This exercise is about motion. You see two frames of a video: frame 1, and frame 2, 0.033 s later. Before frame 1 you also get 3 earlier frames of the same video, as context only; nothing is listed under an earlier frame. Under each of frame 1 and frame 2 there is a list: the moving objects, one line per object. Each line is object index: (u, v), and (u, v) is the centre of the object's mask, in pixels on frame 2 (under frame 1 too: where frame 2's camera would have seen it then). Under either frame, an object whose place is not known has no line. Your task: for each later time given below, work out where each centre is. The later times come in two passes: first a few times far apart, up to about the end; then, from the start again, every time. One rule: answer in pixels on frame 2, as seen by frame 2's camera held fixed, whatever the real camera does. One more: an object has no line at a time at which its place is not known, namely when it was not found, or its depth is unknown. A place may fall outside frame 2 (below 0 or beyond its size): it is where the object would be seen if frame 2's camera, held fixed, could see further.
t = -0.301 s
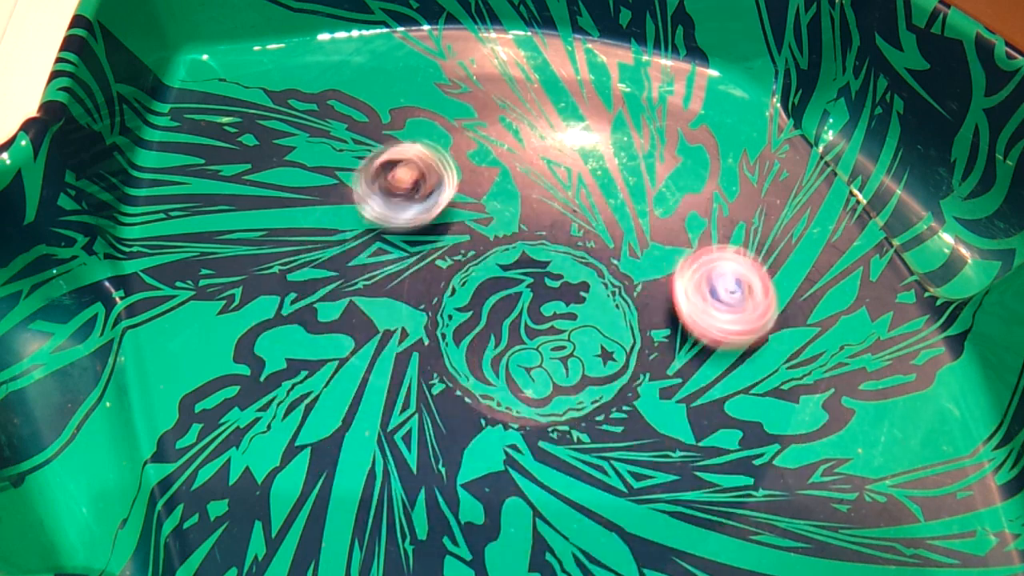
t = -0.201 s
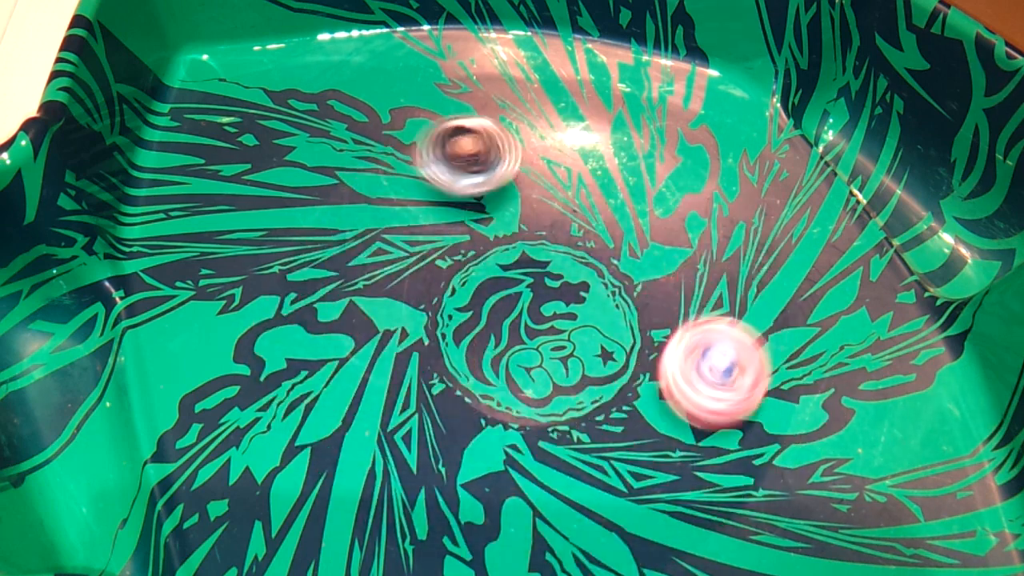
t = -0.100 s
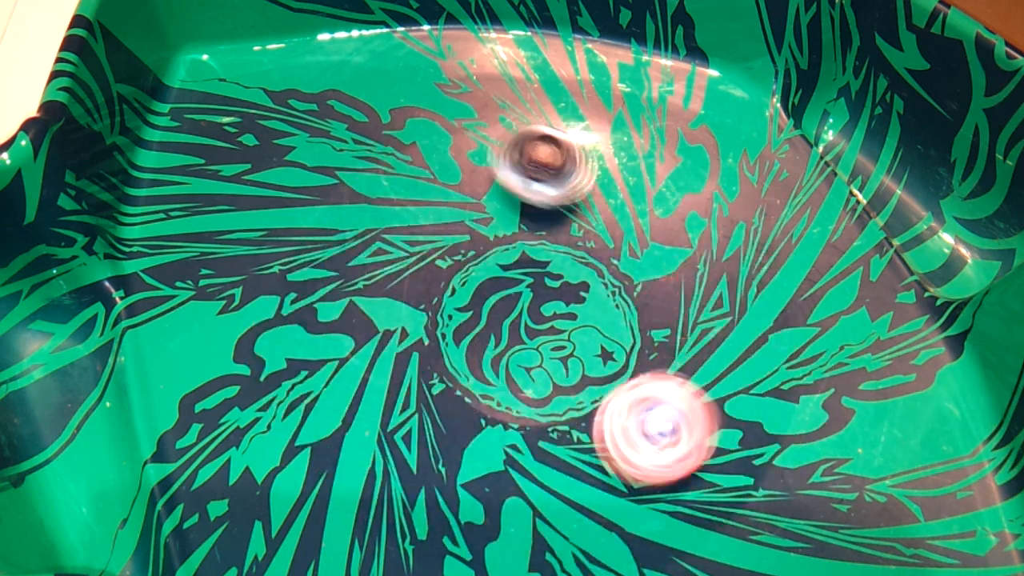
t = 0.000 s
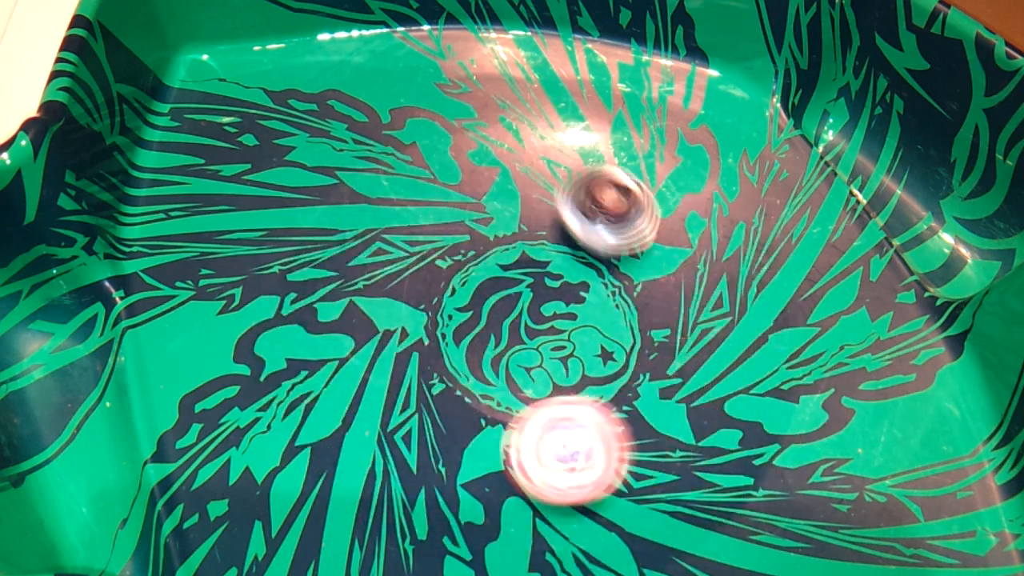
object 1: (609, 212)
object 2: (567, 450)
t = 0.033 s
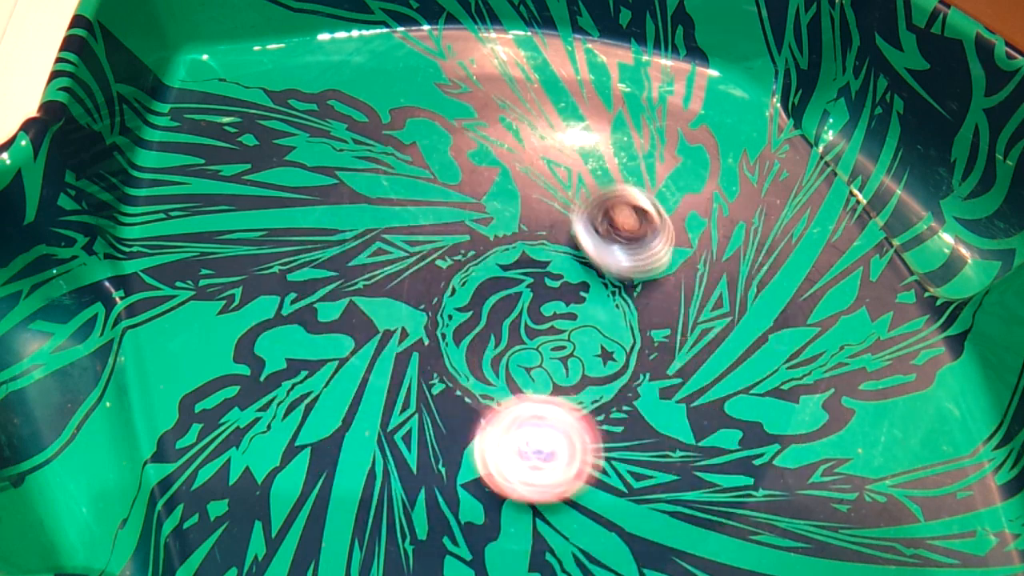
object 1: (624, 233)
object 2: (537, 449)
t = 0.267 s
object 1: (622, 400)
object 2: (382, 345)
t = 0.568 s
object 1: (396, 457)
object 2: (460, 185)
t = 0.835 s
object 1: (373, 283)
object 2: (645, 251)
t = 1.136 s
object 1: (596, 253)
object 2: (635, 454)
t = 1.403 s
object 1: (727, 399)
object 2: (423, 441)
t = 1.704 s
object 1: (529, 487)
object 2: (436, 249)
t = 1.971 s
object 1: (443, 310)
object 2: (614, 208)
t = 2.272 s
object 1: (573, 183)
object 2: (710, 370)
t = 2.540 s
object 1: (720, 279)
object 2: (512, 439)
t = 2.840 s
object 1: (558, 419)
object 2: (382, 283)
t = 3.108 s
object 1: (380, 323)
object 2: (508, 186)
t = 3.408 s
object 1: (459, 179)
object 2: (672, 306)
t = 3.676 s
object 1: (624, 266)
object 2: (597, 464)
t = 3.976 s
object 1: (591, 461)
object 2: (401, 382)
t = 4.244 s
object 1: (393, 438)
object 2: (464, 235)
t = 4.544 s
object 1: (452, 262)
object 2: (657, 235)
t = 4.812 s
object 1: (640, 256)
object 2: (682, 391)
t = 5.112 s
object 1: (717, 422)
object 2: (465, 411)
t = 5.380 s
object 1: (513, 440)
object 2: (398, 265)
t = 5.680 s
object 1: (440, 260)
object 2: (559, 205)
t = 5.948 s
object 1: (567, 174)
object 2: (669, 331)
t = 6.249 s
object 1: (677, 318)
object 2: (539, 463)
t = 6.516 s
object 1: (525, 426)
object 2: (409, 350)
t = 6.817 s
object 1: (360, 315)
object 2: (515, 221)
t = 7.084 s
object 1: (475, 211)
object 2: (672, 264)
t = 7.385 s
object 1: (648, 312)
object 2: (619, 420)
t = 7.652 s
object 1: (618, 473)
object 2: (436, 385)
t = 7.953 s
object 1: (425, 407)
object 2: (436, 232)
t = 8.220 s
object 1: (479, 258)
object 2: (593, 229)
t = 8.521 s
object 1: (659, 242)
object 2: (659, 384)
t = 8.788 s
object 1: (688, 388)
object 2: (506, 448)
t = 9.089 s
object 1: (479, 394)
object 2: (425, 302)
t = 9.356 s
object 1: (417, 253)
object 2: (544, 220)
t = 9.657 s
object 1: (571, 201)
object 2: (677, 314)
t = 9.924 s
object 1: (644, 339)
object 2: (571, 422)
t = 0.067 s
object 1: (636, 255)
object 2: (505, 443)
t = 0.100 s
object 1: (643, 278)
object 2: (479, 434)
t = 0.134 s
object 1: (646, 303)
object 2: (452, 422)
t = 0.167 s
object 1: (646, 327)
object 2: (429, 405)
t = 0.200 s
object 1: (641, 352)
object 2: (408, 387)
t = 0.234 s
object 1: (633, 377)
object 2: (393, 366)
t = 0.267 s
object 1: (622, 400)
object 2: (382, 345)
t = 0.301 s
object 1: (605, 422)
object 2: (373, 321)
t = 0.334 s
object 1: (586, 441)
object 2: (370, 300)
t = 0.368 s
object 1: (563, 456)
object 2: (371, 278)
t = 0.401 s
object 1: (538, 468)
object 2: (377, 256)
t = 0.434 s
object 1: (509, 475)
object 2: (386, 237)
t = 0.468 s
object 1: (481, 478)
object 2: (399, 219)
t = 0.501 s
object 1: (452, 477)
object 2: (416, 205)
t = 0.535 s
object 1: (423, 469)
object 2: (437, 193)
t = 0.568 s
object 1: (396, 457)
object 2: (460, 185)
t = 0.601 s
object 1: (374, 440)
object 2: (485, 181)
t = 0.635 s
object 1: (356, 419)
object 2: (510, 181)
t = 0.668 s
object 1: (344, 396)
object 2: (536, 184)
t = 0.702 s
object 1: (338, 371)
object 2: (560, 191)
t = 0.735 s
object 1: (338, 346)
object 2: (584, 204)
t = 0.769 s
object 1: (345, 322)
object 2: (605, 216)
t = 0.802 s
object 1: (357, 300)
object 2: (627, 232)
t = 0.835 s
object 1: (373, 283)
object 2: (645, 251)
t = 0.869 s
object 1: (393, 267)
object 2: (659, 271)
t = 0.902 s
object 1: (416, 255)
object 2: (671, 294)
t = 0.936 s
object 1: (441, 246)
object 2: (678, 316)
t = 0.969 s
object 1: (467, 241)
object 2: (682, 341)
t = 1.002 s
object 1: (494, 238)
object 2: (682, 366)
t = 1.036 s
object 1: (520, 238)
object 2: (677, 392)
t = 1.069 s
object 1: (545, 241)
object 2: (668, 415)
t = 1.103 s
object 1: (571, 246)
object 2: (655, 436)
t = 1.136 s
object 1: (596, 253)
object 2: (635, 454)
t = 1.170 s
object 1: (622, 265)
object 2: (613, 470)
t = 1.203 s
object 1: (644, 277)
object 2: (585, 481)
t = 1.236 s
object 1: (666, 291)
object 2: (556, 488)
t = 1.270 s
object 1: (686, 309)
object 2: (526, 488)
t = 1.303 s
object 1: (701, 327)
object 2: (496, 483)
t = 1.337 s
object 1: (714, 350)
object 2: (469, 474)
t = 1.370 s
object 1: (723, 375)
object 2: (444, 459)
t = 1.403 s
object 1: (727, 399)
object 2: (423, 441)
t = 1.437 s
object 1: (724, 425)
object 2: (408, 420)
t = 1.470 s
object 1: (716, 448)
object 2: (396, 396)
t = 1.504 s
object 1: (701, 469)
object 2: (389, 373)
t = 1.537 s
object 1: (678, 487)
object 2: (388, 348)
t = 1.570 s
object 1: (652, 499)
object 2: (391, 325)
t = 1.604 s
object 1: (621, 505)
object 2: (397, 304)
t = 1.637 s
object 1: (589, 506)
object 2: (408, 283)
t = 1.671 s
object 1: (558, 499)
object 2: (422, 265)
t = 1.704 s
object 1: (529, 487)
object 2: (436, 249)
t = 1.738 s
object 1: (502, 469)
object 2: (455, 235)
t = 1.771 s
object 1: (481, 450)
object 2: (475, 222)
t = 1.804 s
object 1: (464, 427)
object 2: (497, 213)
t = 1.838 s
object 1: (451, 403)
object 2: (518, 207)
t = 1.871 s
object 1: (444, 381)
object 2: (540, 203)
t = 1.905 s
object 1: (440, 356)
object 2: (566, 202)
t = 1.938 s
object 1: (440, 331)
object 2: (588, 203)
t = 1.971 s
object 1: (443, 310)
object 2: (614, 208)
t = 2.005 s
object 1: (449, 290)
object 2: (637, 215)
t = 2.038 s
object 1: (454, 269)
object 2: (659, 226)
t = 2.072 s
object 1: (464, 250)
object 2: (678, 240)
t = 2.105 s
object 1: (477, 233)
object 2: (695, 257)
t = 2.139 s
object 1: (493, 217)
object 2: (708, 277)
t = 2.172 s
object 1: (510, 205)
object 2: (717, 299)
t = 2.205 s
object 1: (529, 195)
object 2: (720, 321)
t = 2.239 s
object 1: (550, 187)
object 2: (718, 347)
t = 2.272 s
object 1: (573, 183)
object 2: (710, 370)
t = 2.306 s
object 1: (598, 181)
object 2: (696, 393)
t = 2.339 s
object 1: (623, 184)
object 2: (678, 410)
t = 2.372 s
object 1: (647, 192)
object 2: (655, 424)
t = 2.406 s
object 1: (668, 202)
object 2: (629, 436)
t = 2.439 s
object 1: (688, 217)
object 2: (600, 442)
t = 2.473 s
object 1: (703, 234)
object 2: (571, 445)
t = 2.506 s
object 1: (714, 255)
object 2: (541, 444)
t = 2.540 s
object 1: (720, 279)
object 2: (512, 439)
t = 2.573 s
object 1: (720, 302)
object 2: (486, 430)
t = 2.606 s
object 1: (714, 326)
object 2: (462, 418)
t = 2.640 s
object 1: (702, 350)
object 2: (439, 402)
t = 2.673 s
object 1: (685, 370)
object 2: (420, 386)
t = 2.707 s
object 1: (665, 387)
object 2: (405, 366)
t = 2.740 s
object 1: (642, 399)
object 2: (393, 344)
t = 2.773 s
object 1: (616, 409)
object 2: (386, 324)
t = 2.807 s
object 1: (587, 416)
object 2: (382, 303)
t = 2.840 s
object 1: (558, 419)
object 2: (382, 283)
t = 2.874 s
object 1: (530, 417)
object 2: (387, 261)
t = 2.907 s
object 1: (503, 412)
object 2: (395, 244)
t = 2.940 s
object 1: (476, 403)
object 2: (407, 226)
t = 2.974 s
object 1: (451, 392)
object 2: (422, 212)
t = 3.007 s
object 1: (428, 378)
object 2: (441, 200)
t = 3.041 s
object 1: (409, 363)
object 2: (462, 192)
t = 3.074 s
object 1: (393, 343)
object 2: (485, 187)
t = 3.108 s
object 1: (380, 323)
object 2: (508, 186)
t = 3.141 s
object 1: (372, 304)
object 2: (531, 189)
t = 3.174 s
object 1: (368, 283)
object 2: (555, 194)
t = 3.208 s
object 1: (368, 261)
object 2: (577, 204)
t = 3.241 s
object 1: (372, 241)
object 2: (600, 216)
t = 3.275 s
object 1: (382, 221)
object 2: (620, 229)
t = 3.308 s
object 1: (396, 205)
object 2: (638, 246)
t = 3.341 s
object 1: (414, 192)
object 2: (652, 264)
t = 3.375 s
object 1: (435, 184)
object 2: (663, 283)
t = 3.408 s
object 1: (459, 179)
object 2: (672, 306)
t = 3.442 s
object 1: (482, 177)
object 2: (677, 328)
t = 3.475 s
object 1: (507, 182)
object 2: (678, 351)
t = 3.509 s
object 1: (530, 189)
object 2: (675, 375)
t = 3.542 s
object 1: (553, 197)
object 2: (669, 397)
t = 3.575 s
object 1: (574, 211)
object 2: (657, 418)
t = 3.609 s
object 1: (594, 228)
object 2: (642, 437)
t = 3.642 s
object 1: (610, 246)
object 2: (621, 452)
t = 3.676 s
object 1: (624, 266)
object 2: (597, 464)
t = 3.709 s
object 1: (633, 287)
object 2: (571, 473)
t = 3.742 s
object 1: (640, 310)
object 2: (544, 476)
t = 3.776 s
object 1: (645, 332)
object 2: (515, 474)
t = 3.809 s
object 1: (645, 356)
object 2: (489, 468)
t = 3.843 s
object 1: (642, 380)
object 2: (464, 458)
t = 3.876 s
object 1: (635, 403)
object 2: (442, 443)
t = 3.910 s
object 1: (624, 425)
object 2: (424, 424)
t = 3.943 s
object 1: (609, 445)
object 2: (411, 404)
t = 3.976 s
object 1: (591, 461)
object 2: (401, 382)
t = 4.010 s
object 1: (568, 475)
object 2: (397, 360)
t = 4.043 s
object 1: (542, 485)
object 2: (397, 337)
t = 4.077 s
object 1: (514, 489)
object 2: (400, 316)
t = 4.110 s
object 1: (486, 488)
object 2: (407, 297)
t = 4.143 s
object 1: (459, 484)
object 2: (418, 278)
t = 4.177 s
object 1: (433, 473)
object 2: (431, 261)
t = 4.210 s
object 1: (411, 458)
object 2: (447, 247)
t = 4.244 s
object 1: (393, 438)
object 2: (464, 235)
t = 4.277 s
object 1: (380, 416)
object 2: (484, 223)
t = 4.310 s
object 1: (373, 393)
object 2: (505, 216)
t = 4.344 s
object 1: (371, 367)
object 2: (525, 210)
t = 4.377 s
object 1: (375, 344)
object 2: (547, 207)
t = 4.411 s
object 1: (384, 322)
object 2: (570, 207)
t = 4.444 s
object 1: (396, 305)
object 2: (592, 210)
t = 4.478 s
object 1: (412, 287)
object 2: (615, 215)
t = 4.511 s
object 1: (432, 272)
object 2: (636, 223)
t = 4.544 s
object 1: (452, 262)
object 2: (657, 235)
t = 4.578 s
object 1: (474, 253)
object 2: (674, 249)
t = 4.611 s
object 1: (497, 246)
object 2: (688, 266)
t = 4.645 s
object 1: (521, 242)
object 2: (699, 285)
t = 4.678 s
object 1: (544, 240)
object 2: (706, 306)
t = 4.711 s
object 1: (569, 240)
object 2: (708, 328)
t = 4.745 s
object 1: (593, 242)
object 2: (705, 351)
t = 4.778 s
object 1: (617, 248)
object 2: (697, 371)
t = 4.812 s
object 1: (640, 256)
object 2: (682, 391)
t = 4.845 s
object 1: (662, 266)
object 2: (665, 408)
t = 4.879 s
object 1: (683, 279)
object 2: (645, 420)
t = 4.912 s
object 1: (699, 294)
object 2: (620, 430)
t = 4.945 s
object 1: (714, 312)
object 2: (593, 436)
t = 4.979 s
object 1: (726, 333)
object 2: (566, 437)
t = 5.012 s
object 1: (731, 355)
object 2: (538, 436)
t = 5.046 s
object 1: (732, 378)
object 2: (511, 431)
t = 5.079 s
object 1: (727, 401)
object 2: (487, 423)
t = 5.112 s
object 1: (717, 422)
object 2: (465, 411)
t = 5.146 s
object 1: (700, 441)
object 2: (444, 397)
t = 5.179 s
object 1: (678, 455)
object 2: (427, 381)
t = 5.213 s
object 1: (652, 464)
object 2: (413, 363)
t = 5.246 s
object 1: (623, 469)
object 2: (402, 343)
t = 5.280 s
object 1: (594, 468)
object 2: (396, 324)
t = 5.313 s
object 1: (565, 463)
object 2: (392, 304)
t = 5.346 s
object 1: (538, 453)
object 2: (393, 284)
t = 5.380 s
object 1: (513, 440)
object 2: (398, 265)
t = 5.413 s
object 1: (492, 423)
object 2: (406, 249)
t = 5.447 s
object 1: (474, 404)
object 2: (418, 233)
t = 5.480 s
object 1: (460, 383)
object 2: (433, 219)
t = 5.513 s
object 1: (450, 363)
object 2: (451, 208)
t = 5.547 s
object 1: (442, 341)
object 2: (471, 202)
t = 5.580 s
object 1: (437, 320)
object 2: (492, 197)
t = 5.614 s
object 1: (434, 300)
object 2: (514, 196)
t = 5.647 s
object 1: (436, 280)
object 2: (536, 199)
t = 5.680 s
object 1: (440, 260)
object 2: (559, 205)
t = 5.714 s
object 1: (447, 242)
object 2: (578, 213)
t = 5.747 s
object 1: (457, 224)
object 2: (600, 225)
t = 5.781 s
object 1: (471, 209)
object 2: (619, 238)
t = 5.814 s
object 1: (486, 196)
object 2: (635, 254)
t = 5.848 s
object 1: (504, 186)
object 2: (647, 271)
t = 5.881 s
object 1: (523, 180)
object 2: (658, 291)
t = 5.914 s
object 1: (546, 176)
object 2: (666, 311)
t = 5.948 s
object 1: (567, 174)
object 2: (669, 331)
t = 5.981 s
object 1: (590, 179)
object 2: (669, 353)
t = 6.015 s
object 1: (613, 186)
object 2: (666, 376)
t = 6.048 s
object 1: (633, 198)
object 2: (658, 396)
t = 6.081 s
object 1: (651, 213)
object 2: (647, 414)
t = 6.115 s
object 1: (664, 231)
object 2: (631, 431)
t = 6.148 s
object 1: (674, 251)
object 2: (612, 445)
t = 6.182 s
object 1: (679, 273)
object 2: (589, 455)
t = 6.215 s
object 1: (681, 295)
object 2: (564, 461)
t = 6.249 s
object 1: (677, 318)
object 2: (539, 463)
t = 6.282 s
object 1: (668, 339)
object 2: (511, 460)
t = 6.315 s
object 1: (656, 359)
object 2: (488, 453)
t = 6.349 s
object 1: (641, 376)
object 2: (466, 442)
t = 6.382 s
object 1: (622, 392)
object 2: (446, 428)
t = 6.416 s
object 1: (600, 406)
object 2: (430, 409)
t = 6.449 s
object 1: (576, 416)
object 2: (419, 391)
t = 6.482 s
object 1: (550, 422)
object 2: (412, 371)
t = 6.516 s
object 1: (525, 426)
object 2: (409, 350)
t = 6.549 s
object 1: (497, 425)
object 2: (409, 329)
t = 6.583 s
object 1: (472, 421)
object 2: (414, 310)
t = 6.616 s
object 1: (446, 414)
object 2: (421, 291)
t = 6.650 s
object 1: (425, 404)
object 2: (432, 274)
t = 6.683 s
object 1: (403, 391)
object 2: (445, 260)
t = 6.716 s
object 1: (387, 375)
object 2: (460, 247)
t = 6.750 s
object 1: (373, 356)
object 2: (479, 235)
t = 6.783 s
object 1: (364, 335)
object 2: (497, 227)
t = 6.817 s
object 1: (360, 315)
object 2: (515, 221)
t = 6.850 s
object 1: (360, 295)
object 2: (536, 215)
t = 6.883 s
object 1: (366, 275)
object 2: (559, 214)
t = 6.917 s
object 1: (375, 257)
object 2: (578, 216)
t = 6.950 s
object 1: (390, 241)
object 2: (601, 220)
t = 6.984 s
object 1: (407, 229)
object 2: (621, 226)
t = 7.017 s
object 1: (428, 219)
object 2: (640, 237)
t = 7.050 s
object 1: (451, 214)
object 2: (657, 249)
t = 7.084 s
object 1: (475, 211)
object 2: (672, 264)
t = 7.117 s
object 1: (498, 213)
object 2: (684, 282)
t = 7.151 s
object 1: (521, 217)
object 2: (691, 300)
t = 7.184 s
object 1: (543, 224)
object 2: (693, 321)
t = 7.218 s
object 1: (565, 232)
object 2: (692, 341)
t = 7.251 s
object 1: (584, 244)
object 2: (685, 362)
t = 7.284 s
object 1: (603, 258)
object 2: (674, 381)
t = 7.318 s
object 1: (621, 275)
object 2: (659, 397)
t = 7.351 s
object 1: (636, 293)
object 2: (640, 410)
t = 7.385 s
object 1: (648, 312)
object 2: (619, 420)
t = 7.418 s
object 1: (658, 332)
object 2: (596, 428)
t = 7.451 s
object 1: (664, 353)
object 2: (570, 430)
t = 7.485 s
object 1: (667, 376)
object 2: (544, 430)
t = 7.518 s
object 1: (666, 398)
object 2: (519, 427)
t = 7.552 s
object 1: (661, 418)
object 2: (495, 420)
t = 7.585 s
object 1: (651, 439)
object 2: (474, 411)
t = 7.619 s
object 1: (637, 456)
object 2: (453, 399)
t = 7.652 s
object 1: (618, 473)
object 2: (436, 385)
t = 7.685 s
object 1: (595, 483)
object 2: (422, 369)
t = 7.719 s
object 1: (571, 490)
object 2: (411, 351)
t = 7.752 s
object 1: (543, 492)
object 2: (403, 332)
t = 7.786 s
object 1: (515, 487)
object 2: (400, 313)
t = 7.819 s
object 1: (490, 478)
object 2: (399, 296)
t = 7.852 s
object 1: (469, 465)
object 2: (403, 277)
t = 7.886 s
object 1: (450, 449)
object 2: (411, 259)
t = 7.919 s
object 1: (435, 429)
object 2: (422, 245)
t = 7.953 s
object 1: (425, 407)
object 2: (436, 232)
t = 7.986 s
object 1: (419, 385)
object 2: (452, 221)
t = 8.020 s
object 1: (418, 362)
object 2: (471, 213)
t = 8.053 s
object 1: (421, 340)
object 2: (491, 209)
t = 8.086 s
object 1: (428, 320)
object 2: (511, 207)
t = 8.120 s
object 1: (439, 302)
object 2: (532, 208)
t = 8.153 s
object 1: (451, 285)
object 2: (554, 212)
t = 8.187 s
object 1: (464, 271)
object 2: (573, 220)
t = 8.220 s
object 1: (479, 258)
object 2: (593, 229)
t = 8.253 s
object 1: (494, 245)
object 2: (611, 241)
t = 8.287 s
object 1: (513, 235)
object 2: (627, 255)
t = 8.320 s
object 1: (531, 228)
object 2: (641, 271)
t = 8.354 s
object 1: (552, 224)
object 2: (652, 287)
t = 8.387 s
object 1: (574, 221)
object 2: (659, 305)
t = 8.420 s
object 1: (595, 222)
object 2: (665, 325)
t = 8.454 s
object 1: (618, 225)
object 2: (666, 345)
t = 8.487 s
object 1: (639, 233)
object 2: (665, 365)
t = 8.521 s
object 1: (659, 242)
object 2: (659, 384)
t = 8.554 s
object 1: (676, 254)
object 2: (649, 402)
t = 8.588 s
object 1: (692, 269)
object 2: (637, 419)
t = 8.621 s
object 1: (703, 287)
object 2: (620, 433)
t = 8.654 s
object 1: (711, 307)
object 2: (600, 444)
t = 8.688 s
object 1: (713, 327)
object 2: (579, 451)
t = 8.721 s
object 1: (710, 349)
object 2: (554, 454)
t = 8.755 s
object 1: (702, 370)
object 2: (530, 454)
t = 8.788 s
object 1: (688, 388)
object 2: (506, 448)
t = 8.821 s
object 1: (671, 403)
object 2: (485, 439)
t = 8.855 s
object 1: (649, 415)
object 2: (465, 427)
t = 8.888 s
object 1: (626, 423)
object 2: (448, 412)
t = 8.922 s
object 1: (600, 428)
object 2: (435, 396)
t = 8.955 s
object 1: (575, 428)
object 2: (426, 377)
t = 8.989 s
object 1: (550, 425)
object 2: (420, 357)
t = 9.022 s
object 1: (523, 417)
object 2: (418, 338)
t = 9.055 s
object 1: (501, 408)
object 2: (420, 319)
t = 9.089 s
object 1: (479, 394)
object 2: (425, 302)
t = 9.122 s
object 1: (461, 380)
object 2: (433, 285)
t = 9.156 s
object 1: (446, 365)
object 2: (444, 269)
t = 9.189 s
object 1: (433, 347)
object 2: (457, 255)
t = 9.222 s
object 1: (423, 327)
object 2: (472, 244)
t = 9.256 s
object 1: (416, 309)
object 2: (488, 234)
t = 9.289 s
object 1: (413, 289)
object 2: (507, 227)
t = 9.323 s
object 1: (413, 269)
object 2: (525, 222)
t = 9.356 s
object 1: (417, 253)
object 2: (544, 220)
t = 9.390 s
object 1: (425, 236)
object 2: (566, 220)
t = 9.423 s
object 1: (436, 220)
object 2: (584, 222)
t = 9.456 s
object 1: (451, 207)
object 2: (604, 228)
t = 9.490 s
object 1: (468, 197)
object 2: (623, 236)
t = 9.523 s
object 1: (487, 191)
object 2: (640, 248)
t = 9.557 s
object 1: (509, 188)
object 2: (654, 261)
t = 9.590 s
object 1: (529, 189)
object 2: (665, 277)
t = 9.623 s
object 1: (549, 191)
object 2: (673, 295)
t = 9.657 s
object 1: (571, 201)
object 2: (677, 314)
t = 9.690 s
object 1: (590, 212)
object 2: (677, 333)
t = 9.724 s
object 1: (608, 225)
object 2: (672, 352)
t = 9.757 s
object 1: (622, 241)
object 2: (662, 370)
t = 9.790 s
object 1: (634, 260)
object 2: (650, 386)
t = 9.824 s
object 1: (641, 278)
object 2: (634, 399)
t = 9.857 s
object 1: (645, 299)
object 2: (614, 410)
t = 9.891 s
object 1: (646, 319)
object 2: (592, 418)
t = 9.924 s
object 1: (644, 339)
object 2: (571, 422)
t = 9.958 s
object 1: (638, 360)
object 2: (547, 424)
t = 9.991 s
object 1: (628, 380)
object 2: (523, 422)
